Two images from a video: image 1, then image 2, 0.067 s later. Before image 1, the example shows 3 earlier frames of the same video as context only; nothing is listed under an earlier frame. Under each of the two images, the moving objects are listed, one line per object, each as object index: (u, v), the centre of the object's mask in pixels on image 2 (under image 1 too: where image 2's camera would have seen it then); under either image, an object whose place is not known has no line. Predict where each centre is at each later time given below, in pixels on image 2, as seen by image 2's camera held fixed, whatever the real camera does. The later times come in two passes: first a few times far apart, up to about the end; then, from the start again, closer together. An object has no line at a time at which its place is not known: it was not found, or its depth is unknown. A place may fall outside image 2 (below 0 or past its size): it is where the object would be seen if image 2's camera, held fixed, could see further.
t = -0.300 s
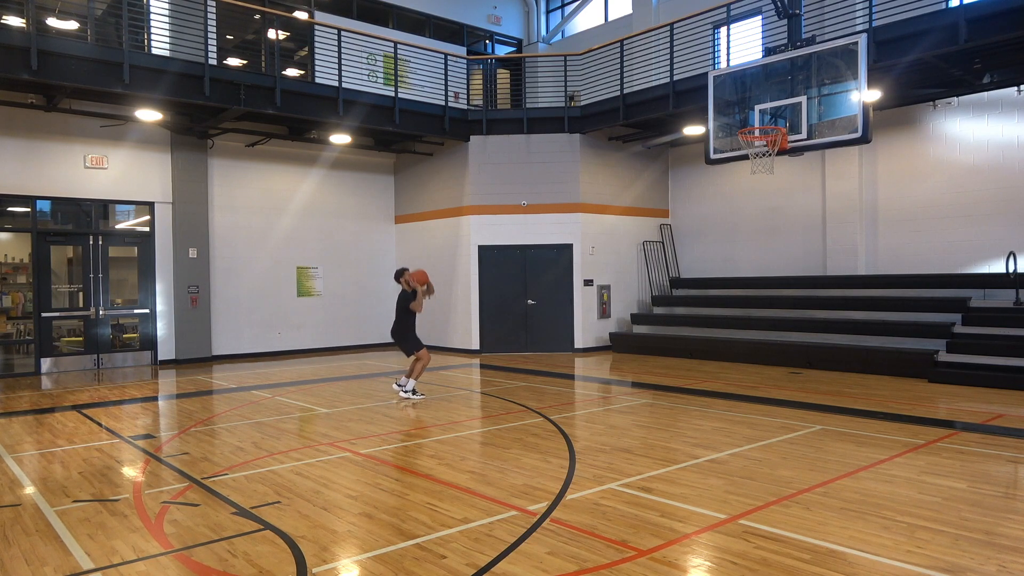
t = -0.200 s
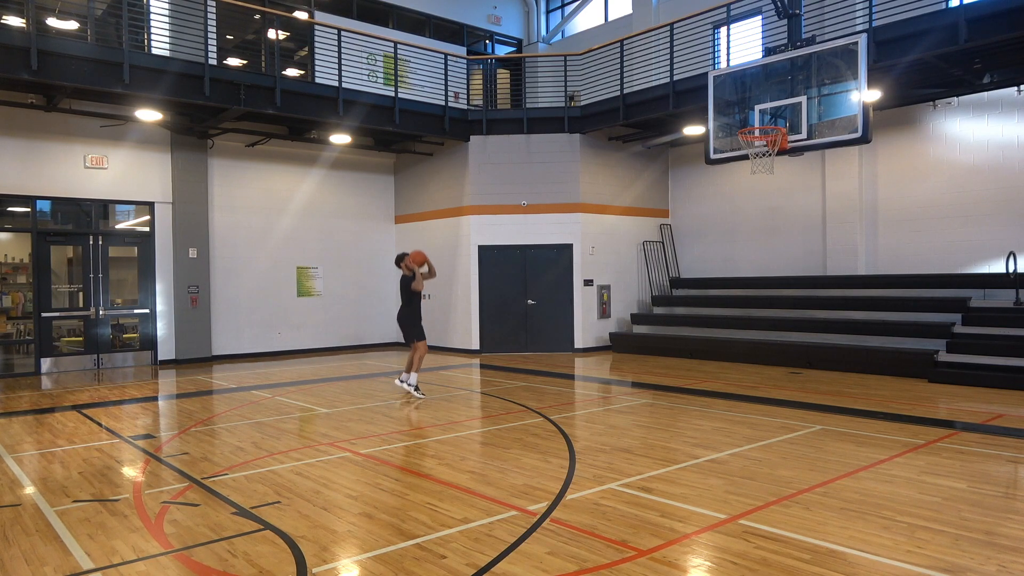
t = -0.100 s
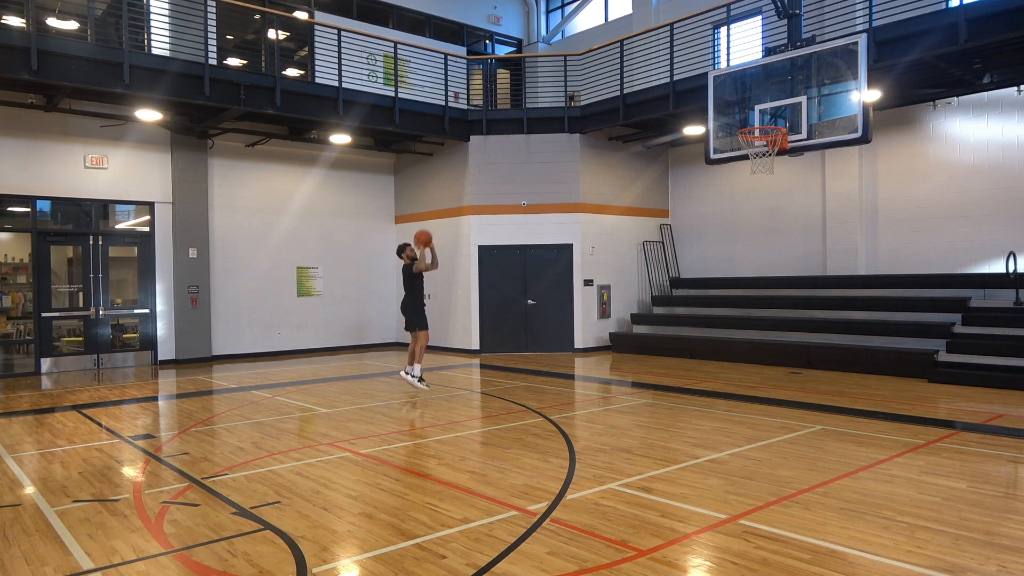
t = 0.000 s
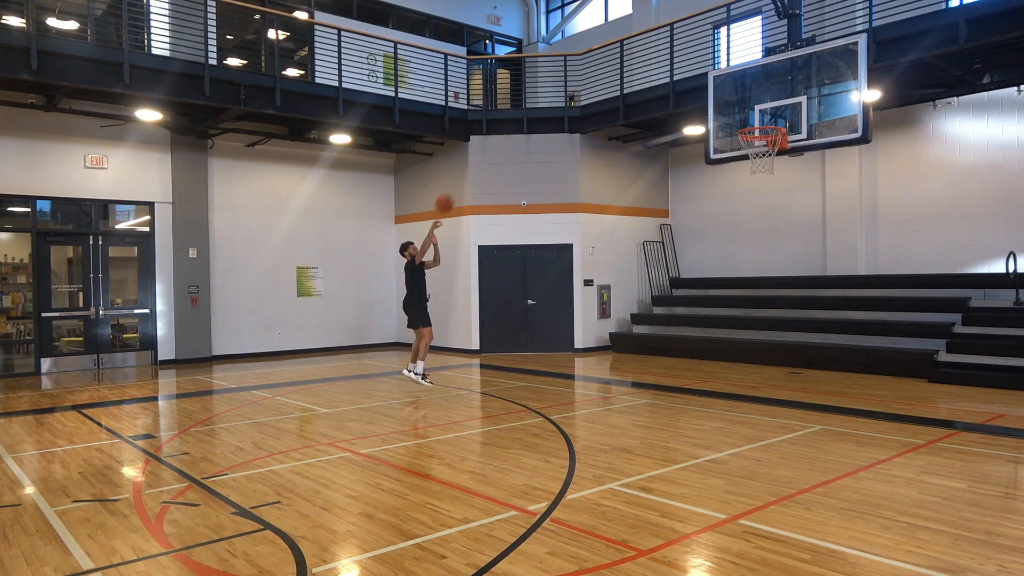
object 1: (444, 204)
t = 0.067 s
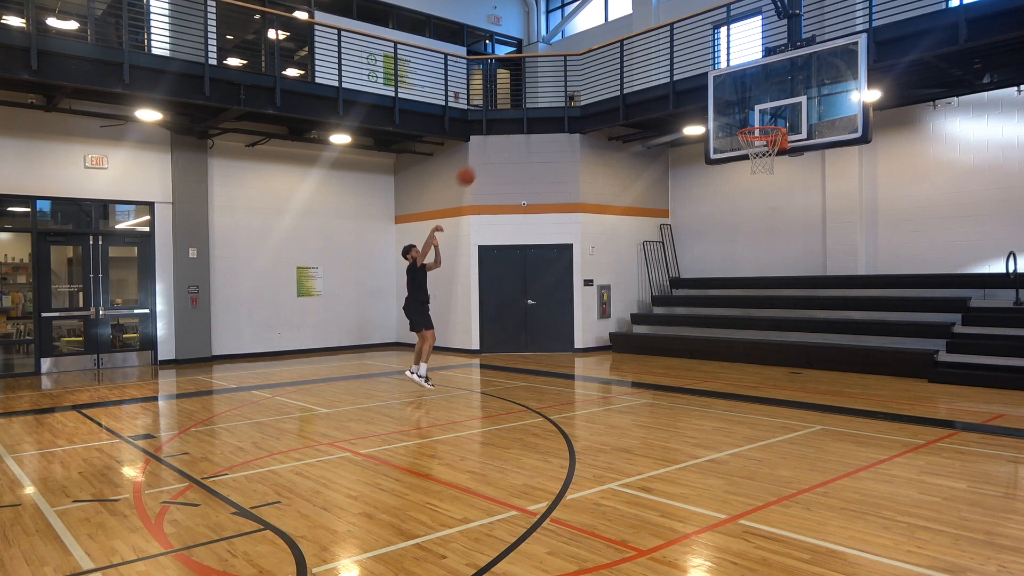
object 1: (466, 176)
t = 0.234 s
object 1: (520, 121)
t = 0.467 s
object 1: (600, 77)
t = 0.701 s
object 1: (684, 76)
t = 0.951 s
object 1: (743, 113)
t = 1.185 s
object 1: (762, 139)
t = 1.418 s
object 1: (764, 183)
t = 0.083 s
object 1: (471, 169)
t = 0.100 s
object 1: (477, 163)
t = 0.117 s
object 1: (482, 157)
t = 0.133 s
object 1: (487, 152)
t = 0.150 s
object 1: (493, 146)
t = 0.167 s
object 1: (499, 140)
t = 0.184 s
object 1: (504, 134)
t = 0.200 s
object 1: (510, 129)
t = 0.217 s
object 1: (515, 125)
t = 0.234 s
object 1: (520, 121)
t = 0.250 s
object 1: (526, 117)
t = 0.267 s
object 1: (532, 113)
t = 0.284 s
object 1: (537, 109)
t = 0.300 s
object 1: (543, 105)
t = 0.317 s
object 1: (549, 101)
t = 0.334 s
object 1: (554, 97)
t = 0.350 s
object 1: (560, 94)
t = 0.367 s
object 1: (566, 91)
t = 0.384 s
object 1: (571, 88)
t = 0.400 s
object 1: (577, 86)
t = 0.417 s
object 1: (582, 83)
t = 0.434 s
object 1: (588, 81)
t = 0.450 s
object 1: (594, 79)
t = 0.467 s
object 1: (600, 77)
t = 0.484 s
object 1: (606, 76)
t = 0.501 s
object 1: (611, 74)
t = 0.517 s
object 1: (617, 73)
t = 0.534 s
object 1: (623, 72)
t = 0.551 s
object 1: (629, 72)
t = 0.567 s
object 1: (635, 71)
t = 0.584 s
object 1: (641, 71)
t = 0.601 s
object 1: (647, 71)
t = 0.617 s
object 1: (653, 71)
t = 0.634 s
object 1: (659, 72)
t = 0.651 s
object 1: (665, 73)
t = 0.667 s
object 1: (671, 74)
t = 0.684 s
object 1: (677, 75)
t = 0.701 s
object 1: (684, 76)
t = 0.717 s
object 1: (690, 78)
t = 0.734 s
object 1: (696, 80)
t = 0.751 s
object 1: (701, 82)
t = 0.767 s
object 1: (707, 84)
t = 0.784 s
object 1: (714, 87)
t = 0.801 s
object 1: (722, 90)
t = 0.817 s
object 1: (727, 93)
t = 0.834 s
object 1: (734, 96)
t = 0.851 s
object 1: (736, 99)
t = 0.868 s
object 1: (737, 100)
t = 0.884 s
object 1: (738, 102)
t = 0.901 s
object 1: (739, 105)
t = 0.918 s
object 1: (740, 107)
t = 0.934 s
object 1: (741, 110)
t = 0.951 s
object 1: (743, 113)
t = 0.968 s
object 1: (744, 117)
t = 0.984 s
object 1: (745, 119)
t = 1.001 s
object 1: (746, 121)
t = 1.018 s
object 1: (748, 123)
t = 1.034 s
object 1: (750, 123)
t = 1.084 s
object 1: (758, 129)
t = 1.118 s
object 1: (761, 131)
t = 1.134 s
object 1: (764, 133)
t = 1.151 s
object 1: (763, 138)
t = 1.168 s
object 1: (765, 139)
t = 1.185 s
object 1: (762, 139)
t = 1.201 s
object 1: (763, 139)
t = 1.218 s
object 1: (762, 142)
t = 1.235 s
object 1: (763, 144)
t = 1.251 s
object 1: (764, 146)
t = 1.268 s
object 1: (764, 149)
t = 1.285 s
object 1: (762, 155)
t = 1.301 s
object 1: (762, 158)
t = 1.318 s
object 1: (763, 160)
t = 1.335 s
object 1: (763, 163)
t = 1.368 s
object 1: (764, 174)
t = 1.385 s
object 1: (764, 176)
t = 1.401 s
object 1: (764, 179)
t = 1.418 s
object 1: (764, 183)
